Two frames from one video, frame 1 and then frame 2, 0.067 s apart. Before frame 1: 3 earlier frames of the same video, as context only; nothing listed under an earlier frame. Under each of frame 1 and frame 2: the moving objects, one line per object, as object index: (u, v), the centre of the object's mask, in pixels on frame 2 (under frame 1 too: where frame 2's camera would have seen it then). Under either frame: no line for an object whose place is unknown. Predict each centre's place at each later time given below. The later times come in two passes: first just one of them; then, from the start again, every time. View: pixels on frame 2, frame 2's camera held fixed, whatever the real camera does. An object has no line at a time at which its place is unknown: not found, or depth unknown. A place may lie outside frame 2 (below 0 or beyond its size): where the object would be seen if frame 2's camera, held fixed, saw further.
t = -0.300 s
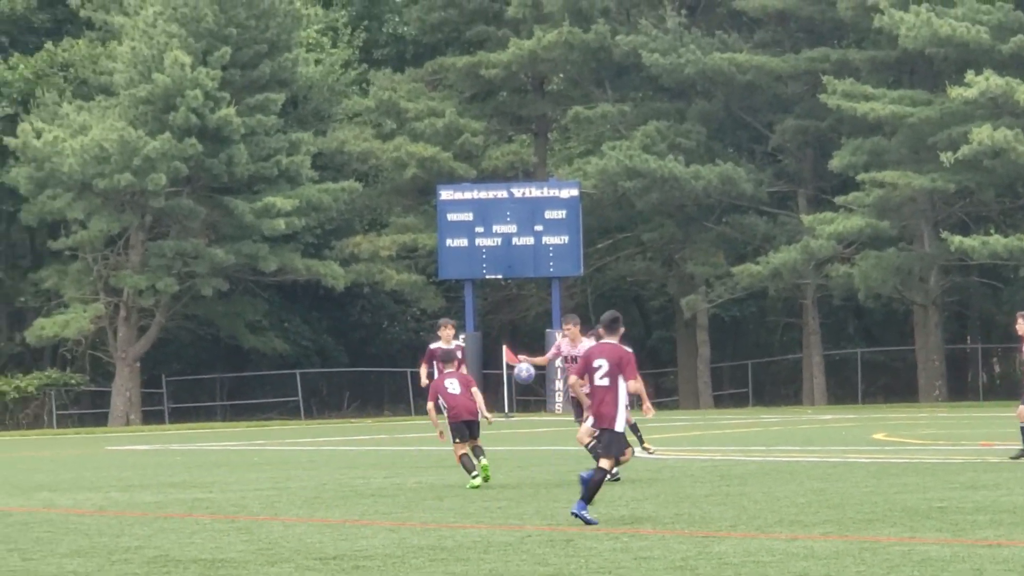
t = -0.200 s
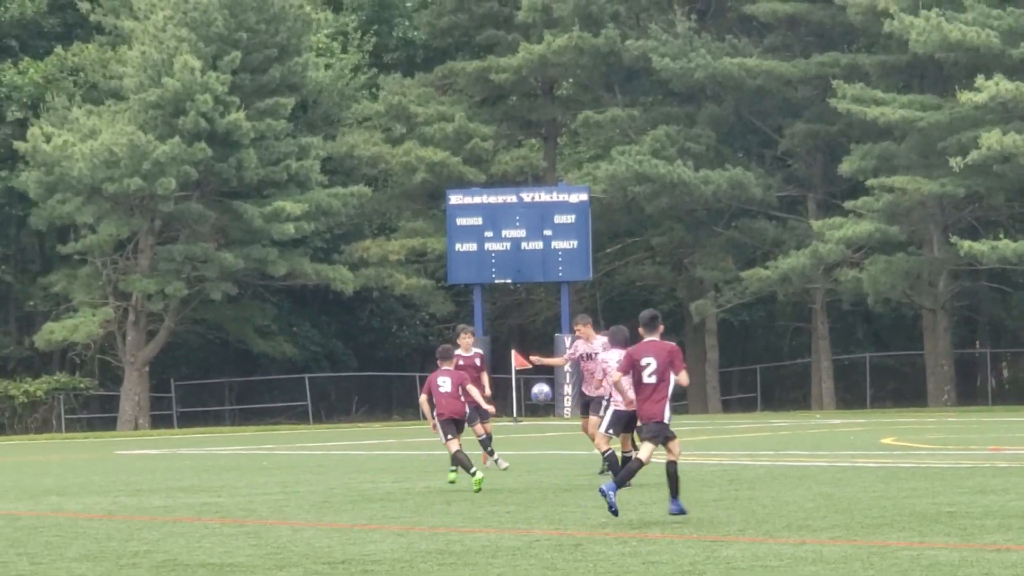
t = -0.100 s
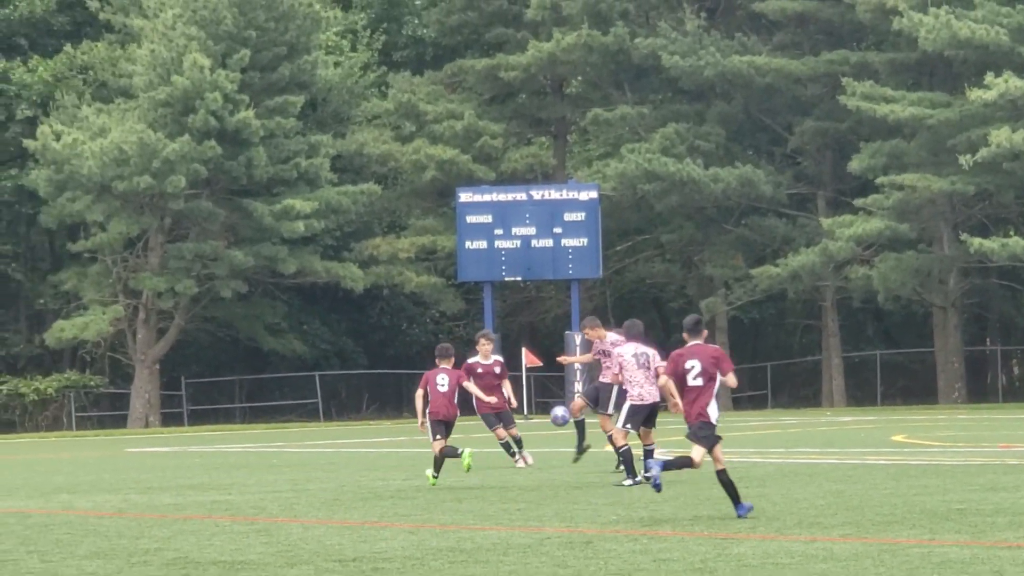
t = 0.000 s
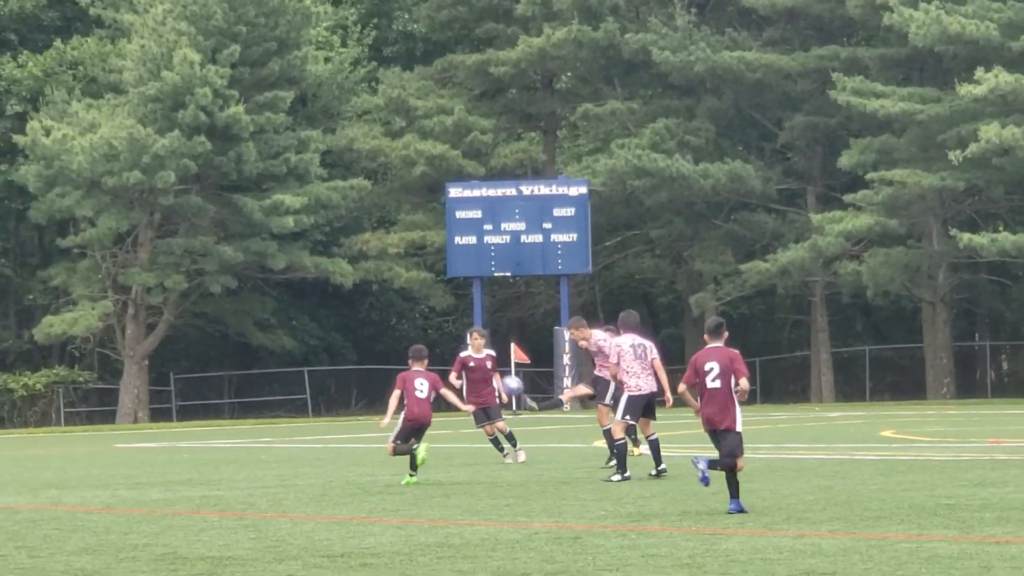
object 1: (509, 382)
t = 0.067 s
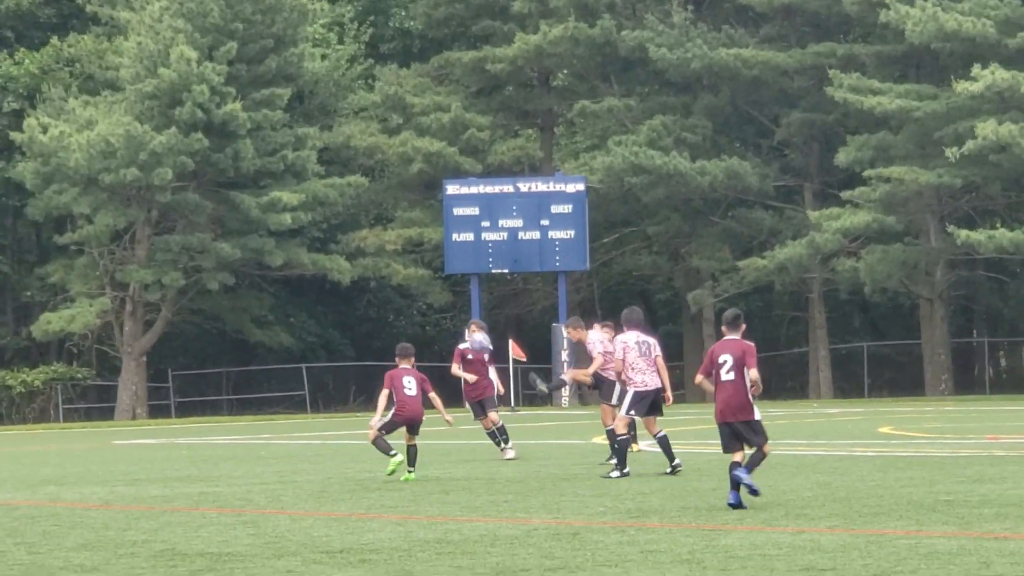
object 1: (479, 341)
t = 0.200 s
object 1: (418, 276)
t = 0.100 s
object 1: (463, 325)
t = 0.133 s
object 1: (448, 307)
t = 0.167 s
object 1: (434, 290)
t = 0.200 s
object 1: (418, 276)
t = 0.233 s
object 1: (401, 261)
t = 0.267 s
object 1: (386, 250)
